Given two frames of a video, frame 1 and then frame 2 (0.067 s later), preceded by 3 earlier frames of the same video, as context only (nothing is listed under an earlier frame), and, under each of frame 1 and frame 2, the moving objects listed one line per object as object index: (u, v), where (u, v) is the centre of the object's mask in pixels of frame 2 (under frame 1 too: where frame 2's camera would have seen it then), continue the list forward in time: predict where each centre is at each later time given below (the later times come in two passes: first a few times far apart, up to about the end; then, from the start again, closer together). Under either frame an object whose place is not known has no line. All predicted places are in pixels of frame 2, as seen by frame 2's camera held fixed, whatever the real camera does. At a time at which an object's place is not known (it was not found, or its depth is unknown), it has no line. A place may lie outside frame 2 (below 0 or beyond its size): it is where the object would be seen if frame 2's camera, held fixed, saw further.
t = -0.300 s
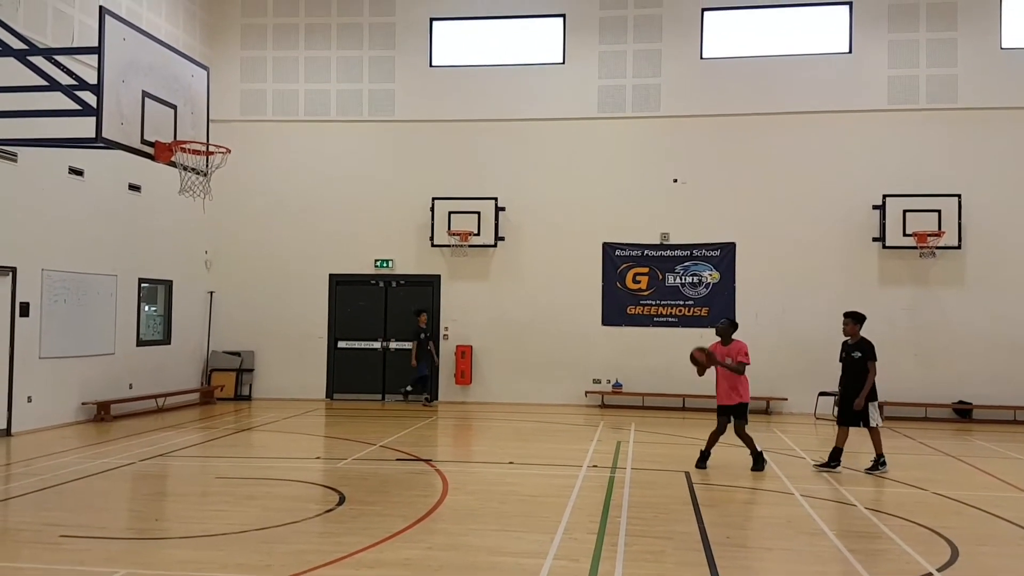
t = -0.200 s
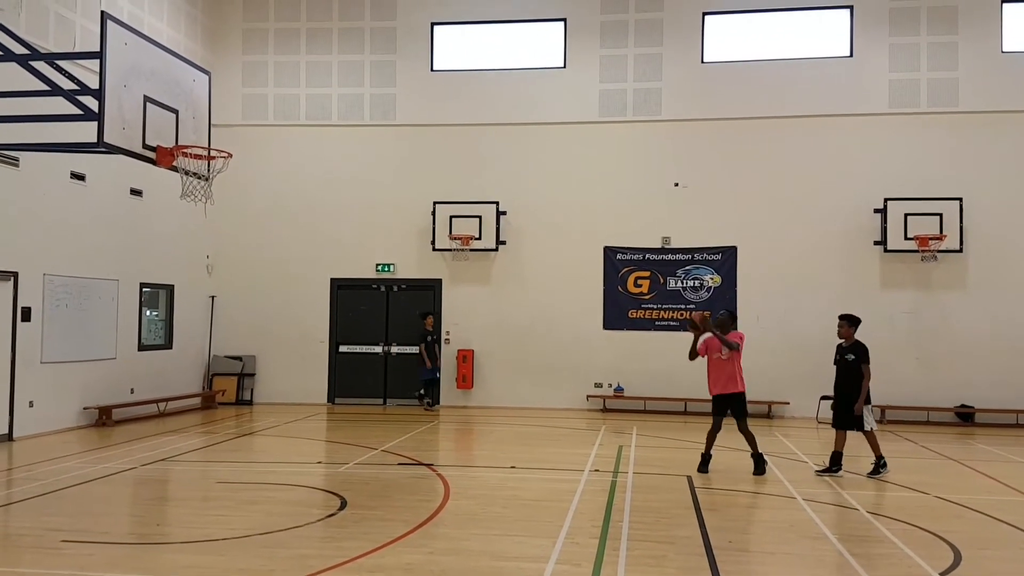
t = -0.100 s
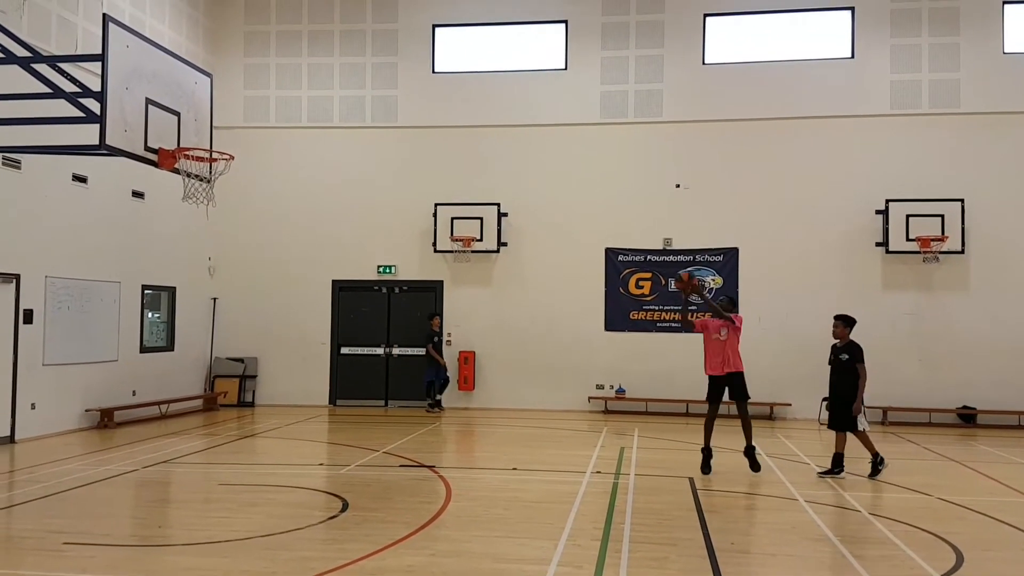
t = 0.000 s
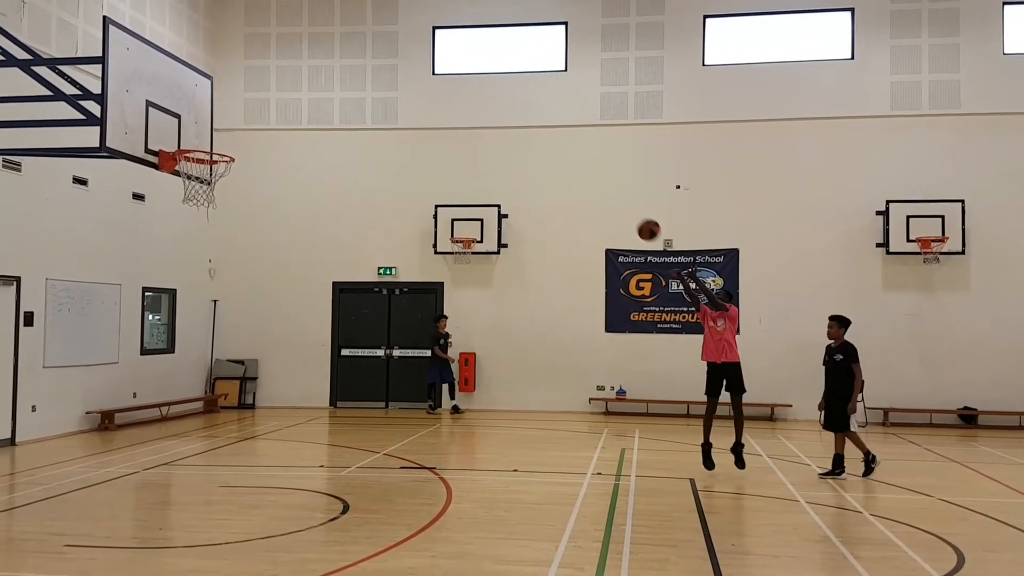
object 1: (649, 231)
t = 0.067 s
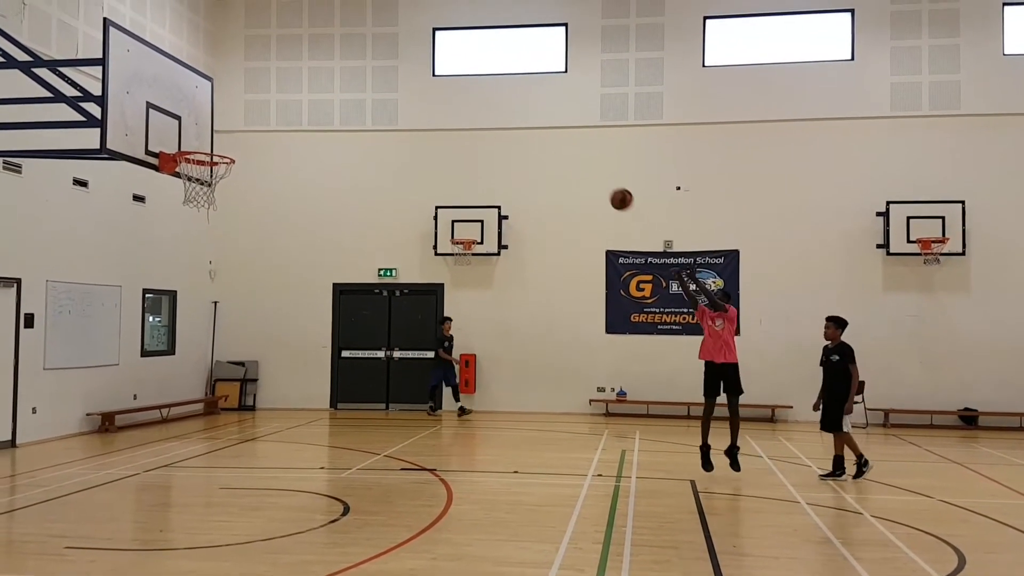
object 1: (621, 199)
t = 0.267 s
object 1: (536, 125)
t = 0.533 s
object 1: (412, 80)
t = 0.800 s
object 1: (274, 105)
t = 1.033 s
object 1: (192, 119)
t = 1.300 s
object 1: (179, 80)
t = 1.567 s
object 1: (160, 134)
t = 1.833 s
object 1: (130, 327)
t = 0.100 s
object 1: (607, 184)
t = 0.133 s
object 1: (593, 171)
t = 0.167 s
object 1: (579, 158)
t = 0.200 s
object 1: (565, 146)
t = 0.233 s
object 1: (550, 135)
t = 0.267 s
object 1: (536, 125)
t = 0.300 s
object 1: (521, 116)
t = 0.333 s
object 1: (506, 107)
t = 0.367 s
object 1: (491, 100)
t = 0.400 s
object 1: (476, 94)
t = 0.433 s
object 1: (460, 89)
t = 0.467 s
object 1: (445, 85)
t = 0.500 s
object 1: (428, 82)
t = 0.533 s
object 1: (412, 80)
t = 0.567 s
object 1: (396, 79)
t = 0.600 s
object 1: (380, 79)
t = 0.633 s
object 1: (363, 81)
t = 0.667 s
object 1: (346, 83)
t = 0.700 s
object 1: (328, 87)
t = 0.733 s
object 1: (310, 91)
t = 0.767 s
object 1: (292, 98)
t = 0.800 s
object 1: (274, 105)
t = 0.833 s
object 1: (255, 114)
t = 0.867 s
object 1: (236, 124)
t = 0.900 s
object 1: (217, 135)
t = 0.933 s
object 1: (198, 146)
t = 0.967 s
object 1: (194, 139)
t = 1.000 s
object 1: (193, 128)
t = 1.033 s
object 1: (192, 119)
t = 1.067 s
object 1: (190, 110)
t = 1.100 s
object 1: (189, 102)
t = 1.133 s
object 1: (187, 95)
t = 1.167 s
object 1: (186, 90)
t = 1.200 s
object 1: (184, 85)
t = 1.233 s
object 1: (182, 82)
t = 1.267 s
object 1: (180, 80)
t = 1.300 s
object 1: (179, 80)
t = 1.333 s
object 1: (177, 81)
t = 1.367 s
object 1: (175, 84)
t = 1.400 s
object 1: (172, 88)
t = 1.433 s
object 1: (170, 94)
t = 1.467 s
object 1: (168, 101)
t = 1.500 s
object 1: (165, 111)
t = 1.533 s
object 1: (163, 121)
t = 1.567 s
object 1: (160, 134)
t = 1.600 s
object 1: (157, 150)
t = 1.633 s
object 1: (154, 166)
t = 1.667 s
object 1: (150, 187)
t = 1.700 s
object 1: (147, 209)
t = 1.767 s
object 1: (141, 262)
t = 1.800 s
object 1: (134, 291)
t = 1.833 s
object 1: (130, 327)
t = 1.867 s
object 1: (124, 363)
